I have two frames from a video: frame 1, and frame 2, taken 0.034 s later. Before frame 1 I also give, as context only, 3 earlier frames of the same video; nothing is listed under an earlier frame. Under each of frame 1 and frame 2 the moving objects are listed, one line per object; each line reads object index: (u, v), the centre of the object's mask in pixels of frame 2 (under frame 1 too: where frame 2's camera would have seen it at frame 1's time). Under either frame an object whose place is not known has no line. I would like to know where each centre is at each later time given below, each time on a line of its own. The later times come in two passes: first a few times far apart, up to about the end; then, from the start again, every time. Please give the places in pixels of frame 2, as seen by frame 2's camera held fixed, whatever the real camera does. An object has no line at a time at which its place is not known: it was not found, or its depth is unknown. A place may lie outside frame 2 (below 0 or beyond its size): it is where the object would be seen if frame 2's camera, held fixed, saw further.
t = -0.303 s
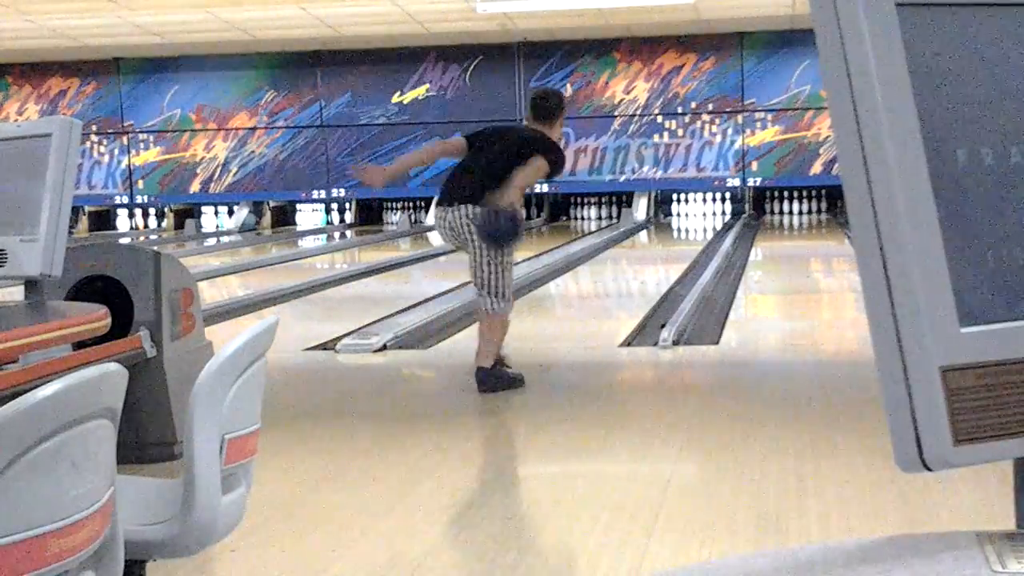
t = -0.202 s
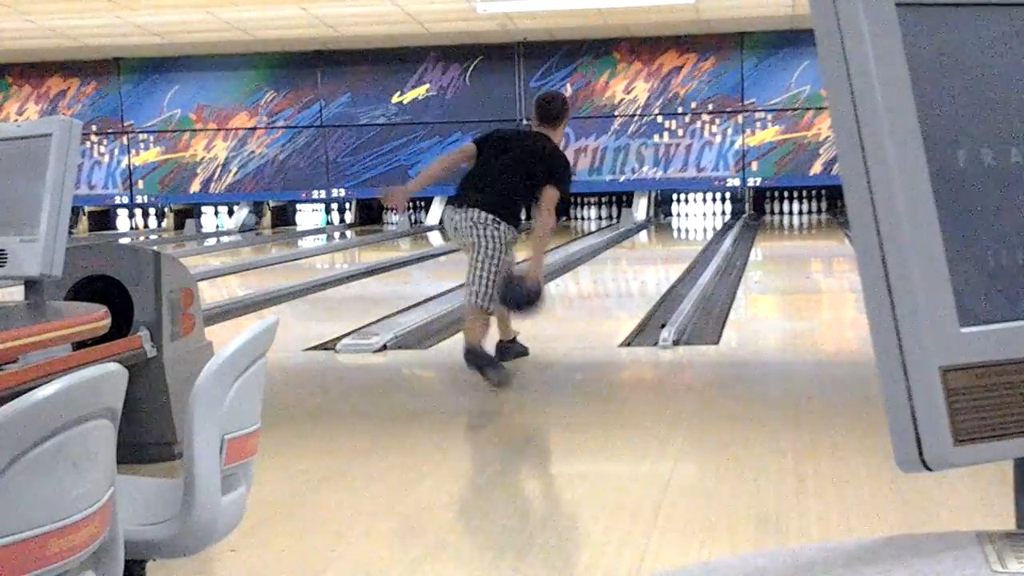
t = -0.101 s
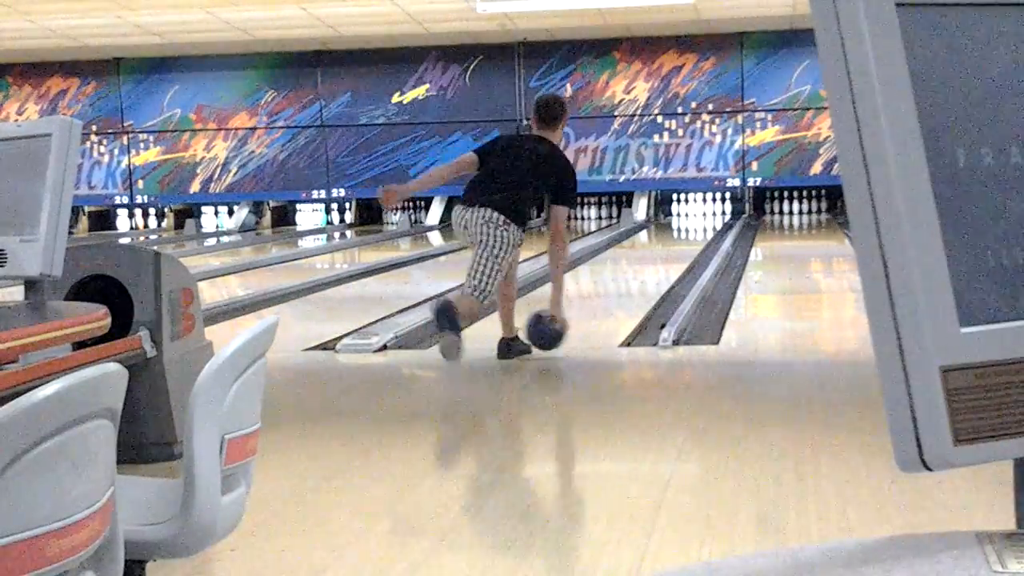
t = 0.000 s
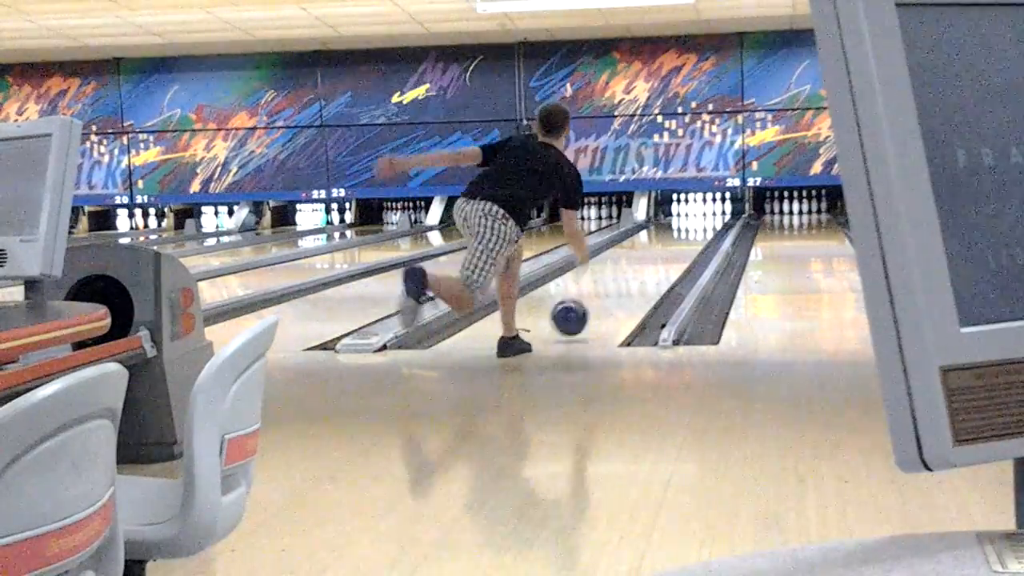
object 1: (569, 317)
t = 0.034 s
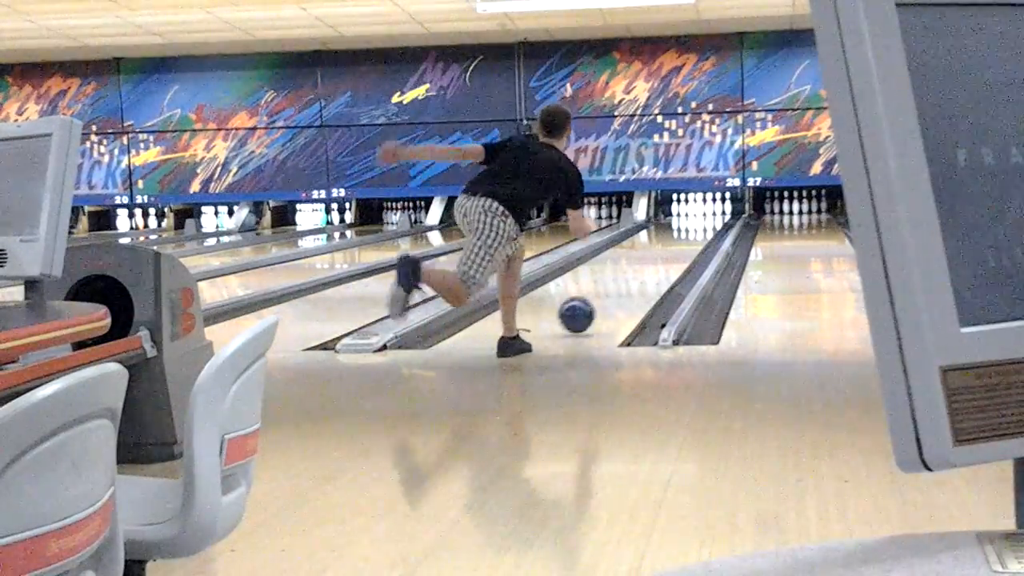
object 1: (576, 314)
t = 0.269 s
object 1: (613, 288)
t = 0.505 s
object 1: (639, 269)
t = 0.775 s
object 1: (659, 253)
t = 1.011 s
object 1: (672, 241)
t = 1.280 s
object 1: (684, 232)
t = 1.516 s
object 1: (692, 225)
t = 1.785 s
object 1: (699, 219)
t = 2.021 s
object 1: (700, 215)
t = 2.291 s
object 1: (700, 211)
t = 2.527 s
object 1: (698, 209)
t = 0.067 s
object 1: (583, 312)
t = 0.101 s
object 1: (589, 308)
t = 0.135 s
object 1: (594, 303)
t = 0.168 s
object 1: (599, 299)
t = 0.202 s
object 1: (604, 295)
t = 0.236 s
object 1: (609, 292)
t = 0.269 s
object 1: (613, 288)
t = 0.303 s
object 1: (617, 285)
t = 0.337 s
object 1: (622, 282)
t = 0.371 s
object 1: (625, 279)
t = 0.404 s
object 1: (629, 276)
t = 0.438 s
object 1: (632, 274)
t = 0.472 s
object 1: (635, 271)
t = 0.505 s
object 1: (639, 269)
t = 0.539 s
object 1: (641, 267)
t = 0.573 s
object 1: (644, 264)
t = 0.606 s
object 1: (647, 262)
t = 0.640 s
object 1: (650, 260)
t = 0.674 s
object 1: (652, 259)
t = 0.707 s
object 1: (654, 257)
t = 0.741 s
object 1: (657, 255)
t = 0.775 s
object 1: (659, 253)
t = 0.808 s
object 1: (661, 252)
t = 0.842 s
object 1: (663, 250)
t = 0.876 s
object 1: (665, 248)
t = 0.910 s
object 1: (667, 247)
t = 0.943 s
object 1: (669, 245)
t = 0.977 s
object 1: (671, 243)
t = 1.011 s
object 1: (672, 241)
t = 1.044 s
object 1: (673, 240)
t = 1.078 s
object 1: (675, 239)
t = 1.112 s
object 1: (677, 238)
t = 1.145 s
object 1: (679, 236)
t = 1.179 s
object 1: (680, 235)
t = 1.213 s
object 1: (681, 234)
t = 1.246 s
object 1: (683, 233)
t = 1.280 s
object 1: (684, 232)
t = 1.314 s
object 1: (686, 231)
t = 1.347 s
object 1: (687, 230)
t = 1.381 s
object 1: (687, 229)
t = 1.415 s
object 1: (688, 228)
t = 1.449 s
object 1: (690, 227)
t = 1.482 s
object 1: (691, 226)
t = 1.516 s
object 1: (692, 225)
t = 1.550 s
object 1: (692, 225)
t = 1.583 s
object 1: (693, 224)
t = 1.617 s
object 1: (694, 222)
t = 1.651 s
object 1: (695, 222)
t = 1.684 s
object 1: (696, 221)
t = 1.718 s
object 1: (697, 220)
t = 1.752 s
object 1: (698, 219)
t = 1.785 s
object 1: (699, 219)
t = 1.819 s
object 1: (699, 218)
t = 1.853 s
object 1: (699, 218)
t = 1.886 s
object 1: (700, 217)
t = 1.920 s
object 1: (700, 216)
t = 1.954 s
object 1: (700, 216)
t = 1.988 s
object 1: (700, 215)
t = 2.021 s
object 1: (700, 215)
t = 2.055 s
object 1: (700, 214)
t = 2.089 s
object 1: (701, 214)
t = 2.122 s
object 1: (701, 213)
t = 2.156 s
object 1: (701, 213)
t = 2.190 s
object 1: (701, 212)
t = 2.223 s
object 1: (701, 212)
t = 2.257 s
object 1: (700, 212)
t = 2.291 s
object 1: (700, 211)
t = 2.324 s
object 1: (700, 210)
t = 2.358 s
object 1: (701, 210)
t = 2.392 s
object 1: (701, 210)
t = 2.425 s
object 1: (701, 209)
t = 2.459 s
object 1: (700, 209)
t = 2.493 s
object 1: (699, 209)
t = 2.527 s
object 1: (698, 209)
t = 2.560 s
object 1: (697, 208)
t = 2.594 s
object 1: (697, 210)
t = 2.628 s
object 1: (697, 210)
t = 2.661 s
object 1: (697, 210)
